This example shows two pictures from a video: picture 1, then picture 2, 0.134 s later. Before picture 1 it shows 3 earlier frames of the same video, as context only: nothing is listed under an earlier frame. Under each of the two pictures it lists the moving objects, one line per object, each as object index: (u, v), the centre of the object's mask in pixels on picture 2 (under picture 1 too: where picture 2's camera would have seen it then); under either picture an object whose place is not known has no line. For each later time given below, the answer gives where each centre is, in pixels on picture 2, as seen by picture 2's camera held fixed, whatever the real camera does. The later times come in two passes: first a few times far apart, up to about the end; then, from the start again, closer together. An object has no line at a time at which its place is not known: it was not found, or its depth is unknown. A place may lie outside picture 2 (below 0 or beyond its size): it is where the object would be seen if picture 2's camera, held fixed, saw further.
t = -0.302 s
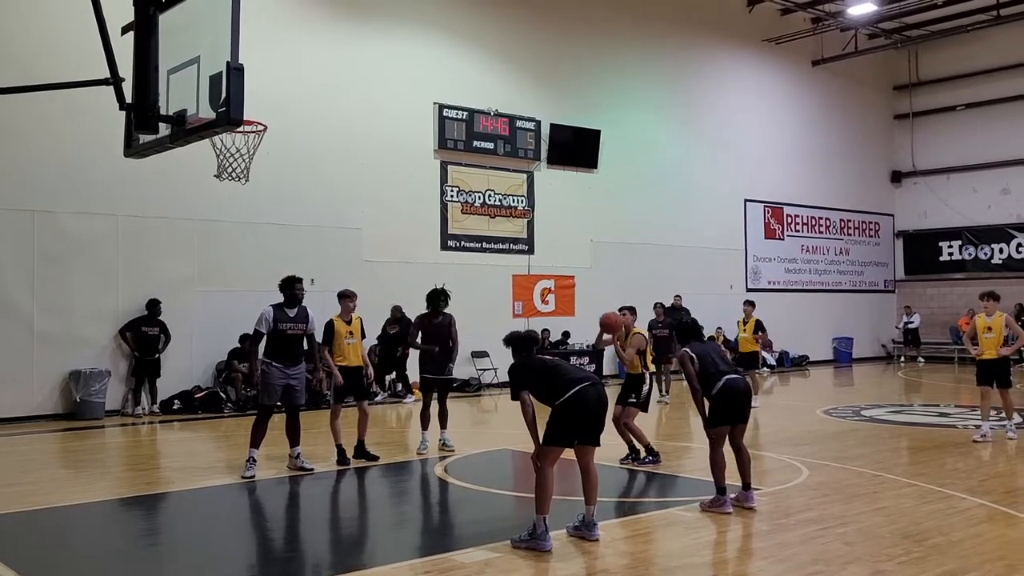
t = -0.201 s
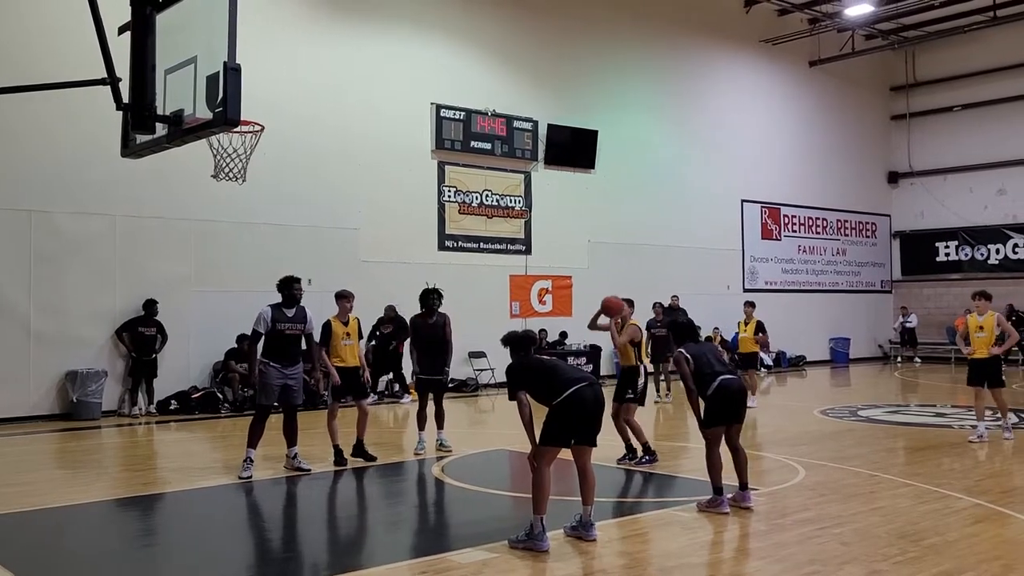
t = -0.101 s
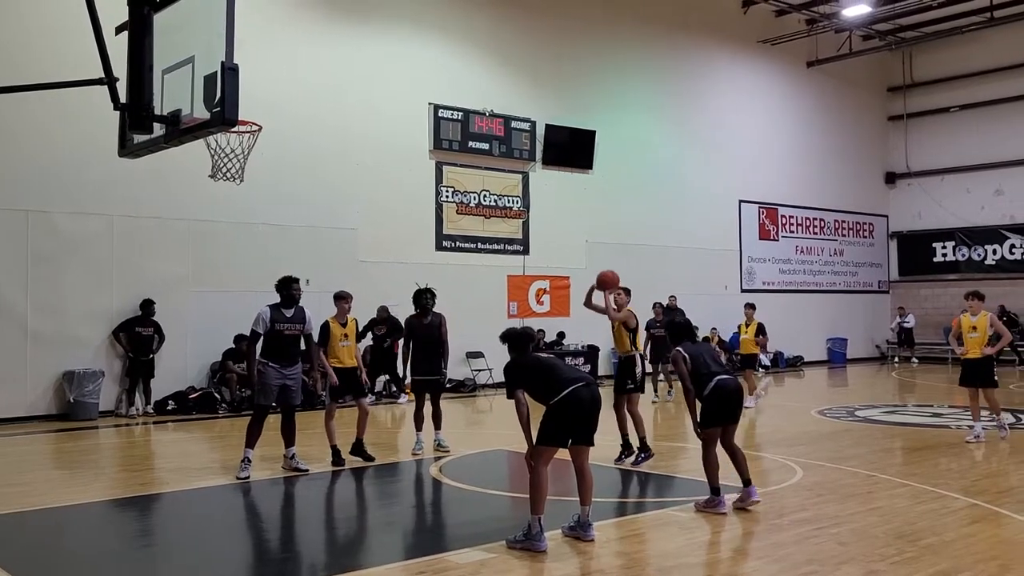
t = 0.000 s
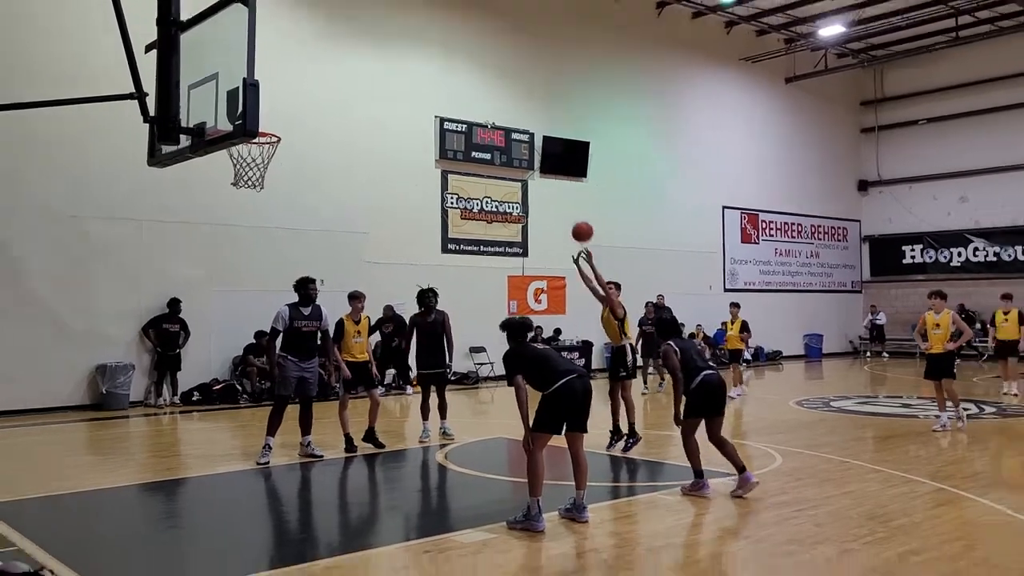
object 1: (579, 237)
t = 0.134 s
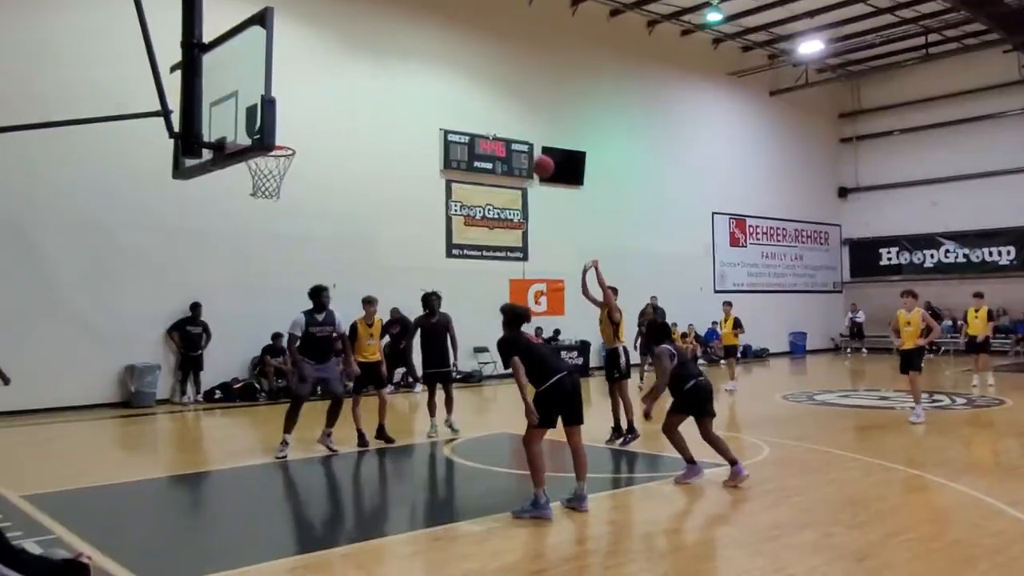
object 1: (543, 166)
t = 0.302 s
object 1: (499, 107)
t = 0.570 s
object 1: (425, 59)
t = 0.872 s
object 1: (329, 79)
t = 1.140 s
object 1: (262, 169)
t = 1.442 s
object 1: (290, 192)
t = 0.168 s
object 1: (534, 153)
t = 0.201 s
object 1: (526, 141)
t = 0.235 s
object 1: (516, 129)
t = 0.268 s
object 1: (507, 118)
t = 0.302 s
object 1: (499, 107)
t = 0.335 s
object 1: (490, 99)
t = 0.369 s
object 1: (480, 90)
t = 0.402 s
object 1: (471, 83)
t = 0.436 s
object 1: (462, 76)
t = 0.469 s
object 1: (453, 70)
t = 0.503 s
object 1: (443, 65)
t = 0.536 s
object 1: (435, 62)
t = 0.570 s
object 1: (425, 59)
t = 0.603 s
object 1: (415, 57)
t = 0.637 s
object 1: (405, 56)
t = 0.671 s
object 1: (394, 56)
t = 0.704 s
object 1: (384, 57)
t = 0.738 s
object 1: (373, 59)
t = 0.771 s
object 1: (362, 63)
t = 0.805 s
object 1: (352, 67)
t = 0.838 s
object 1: (340, 72)
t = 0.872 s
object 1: (329, 79)
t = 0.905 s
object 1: (317, 86)
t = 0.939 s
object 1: (305, 95)
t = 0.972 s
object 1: (294, 107)
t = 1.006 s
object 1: (283, 118)
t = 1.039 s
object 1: (277, 132)
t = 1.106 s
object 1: (258, 160)
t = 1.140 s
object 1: (262, 169)
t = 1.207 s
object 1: (271, 177)
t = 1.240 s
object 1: (275, 176)
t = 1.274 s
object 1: (277, 177)
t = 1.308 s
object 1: (281, 178)
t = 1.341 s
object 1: (283, 179)
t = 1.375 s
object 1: (285, 182)
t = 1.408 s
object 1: (287, 187)
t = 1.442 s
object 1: (290, 192)
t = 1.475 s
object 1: (293, 199)
